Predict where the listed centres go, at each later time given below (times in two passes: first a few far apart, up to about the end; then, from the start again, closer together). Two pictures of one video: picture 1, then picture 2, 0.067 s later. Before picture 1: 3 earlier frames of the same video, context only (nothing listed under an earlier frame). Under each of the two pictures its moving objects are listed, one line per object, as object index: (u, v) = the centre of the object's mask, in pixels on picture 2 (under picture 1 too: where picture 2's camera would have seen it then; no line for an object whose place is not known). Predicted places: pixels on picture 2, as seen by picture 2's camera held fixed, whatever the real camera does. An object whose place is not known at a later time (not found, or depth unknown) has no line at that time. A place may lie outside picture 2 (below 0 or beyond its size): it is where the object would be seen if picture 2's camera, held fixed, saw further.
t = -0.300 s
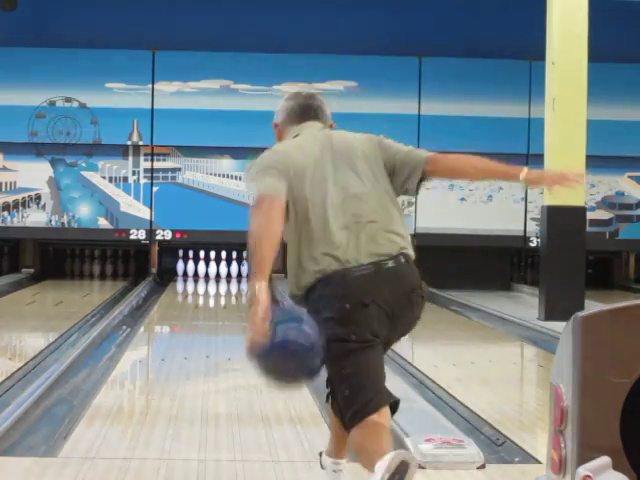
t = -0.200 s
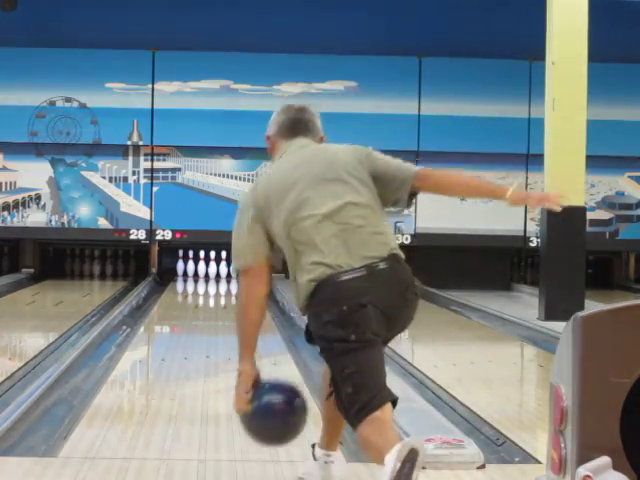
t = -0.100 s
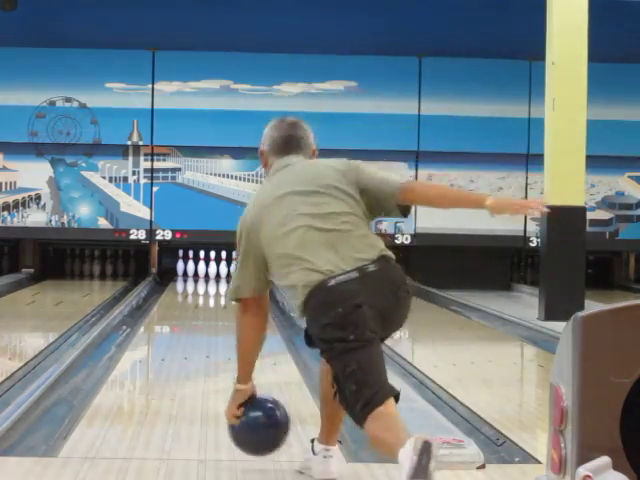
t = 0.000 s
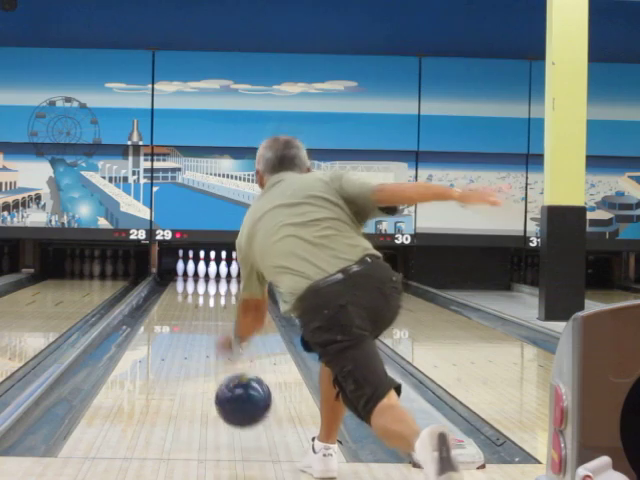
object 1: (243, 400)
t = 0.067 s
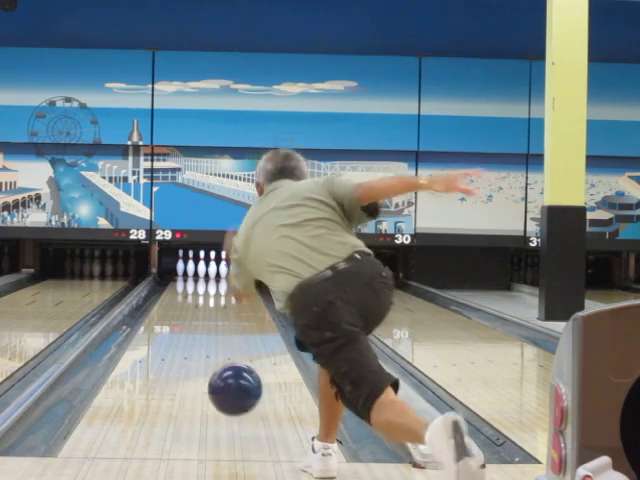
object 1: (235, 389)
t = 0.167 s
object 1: (224, 392)
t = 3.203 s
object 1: (178, 275)
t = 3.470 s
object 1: (187, 273)
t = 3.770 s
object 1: (192, 271)
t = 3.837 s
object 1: (192, 270)
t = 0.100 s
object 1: (231, 387)
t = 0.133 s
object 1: (227, 388)
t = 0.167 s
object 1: (224, 392)
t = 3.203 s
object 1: (178, 275)
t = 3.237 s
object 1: (181, 275)
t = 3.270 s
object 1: (182, 275)
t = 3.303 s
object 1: (182, 274)
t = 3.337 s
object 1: (183, 274)
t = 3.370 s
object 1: (184, 273)
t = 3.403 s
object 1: (185, 273)
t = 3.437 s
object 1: (186, 273)
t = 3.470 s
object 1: (187, 273)
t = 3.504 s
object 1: (188, 272)
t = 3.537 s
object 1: (188, 272)
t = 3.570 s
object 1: (189, 272)
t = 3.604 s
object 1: (190, 272)
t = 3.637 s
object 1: (190, 272)
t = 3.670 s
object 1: (190, 271)
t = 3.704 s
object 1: (191, 271)
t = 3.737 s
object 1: (191, 271)
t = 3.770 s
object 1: (192, 271)
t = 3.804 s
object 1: (192, 271)
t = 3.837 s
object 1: (192, 270)
